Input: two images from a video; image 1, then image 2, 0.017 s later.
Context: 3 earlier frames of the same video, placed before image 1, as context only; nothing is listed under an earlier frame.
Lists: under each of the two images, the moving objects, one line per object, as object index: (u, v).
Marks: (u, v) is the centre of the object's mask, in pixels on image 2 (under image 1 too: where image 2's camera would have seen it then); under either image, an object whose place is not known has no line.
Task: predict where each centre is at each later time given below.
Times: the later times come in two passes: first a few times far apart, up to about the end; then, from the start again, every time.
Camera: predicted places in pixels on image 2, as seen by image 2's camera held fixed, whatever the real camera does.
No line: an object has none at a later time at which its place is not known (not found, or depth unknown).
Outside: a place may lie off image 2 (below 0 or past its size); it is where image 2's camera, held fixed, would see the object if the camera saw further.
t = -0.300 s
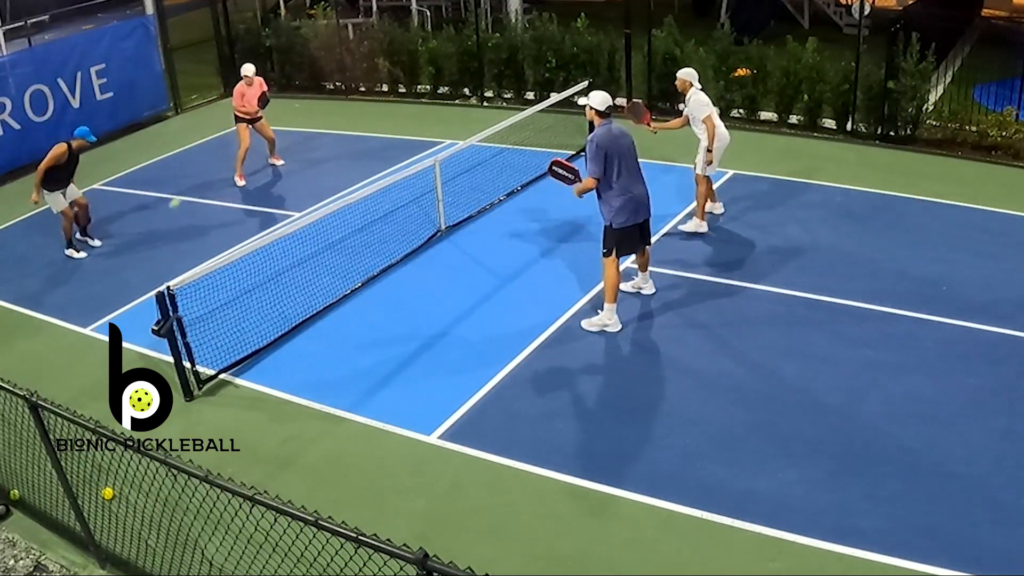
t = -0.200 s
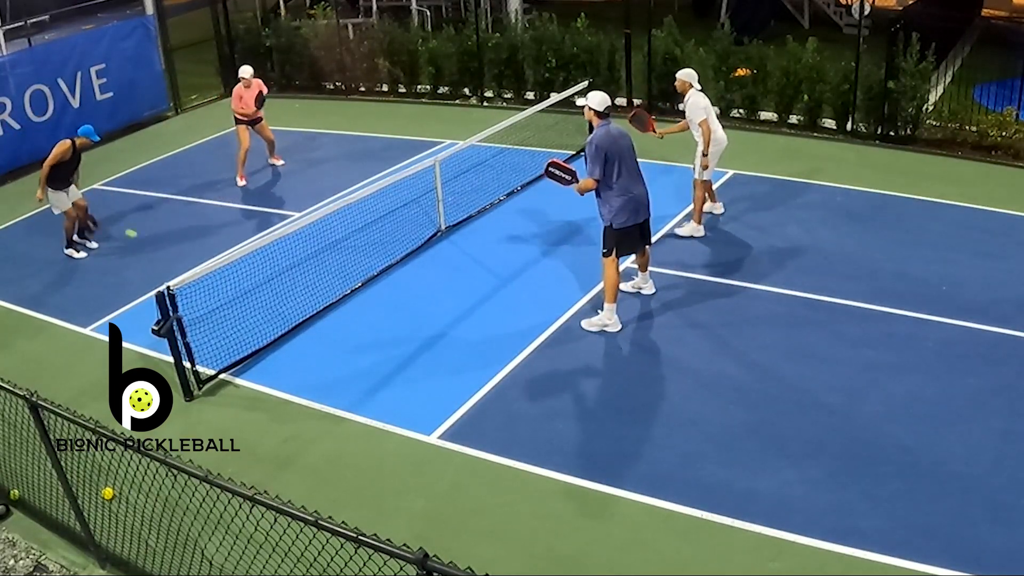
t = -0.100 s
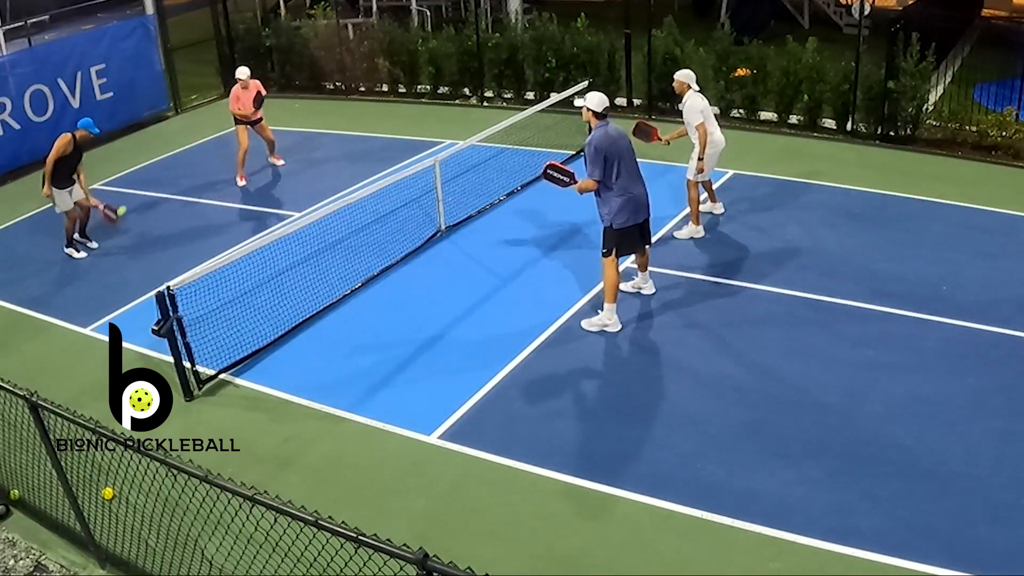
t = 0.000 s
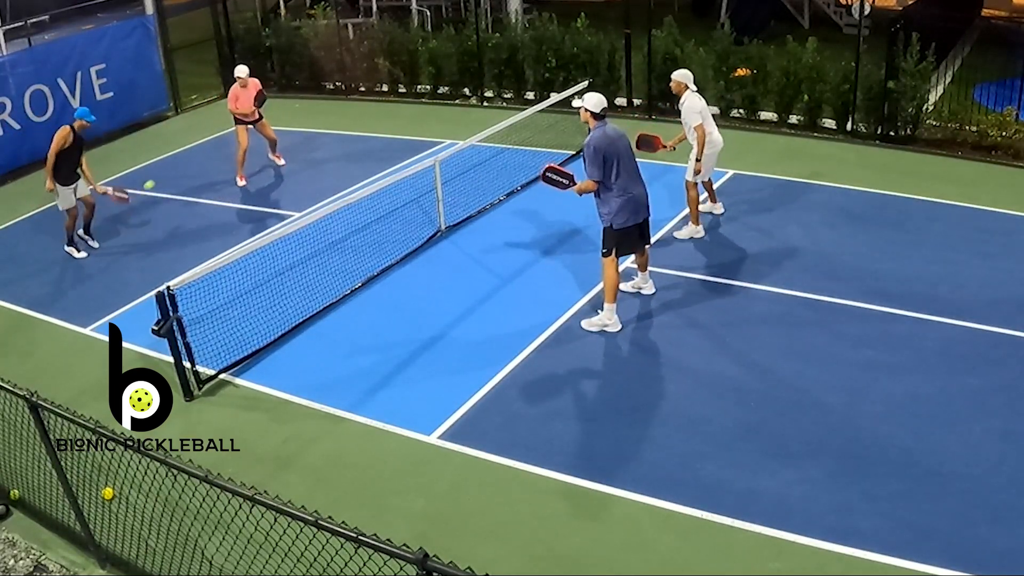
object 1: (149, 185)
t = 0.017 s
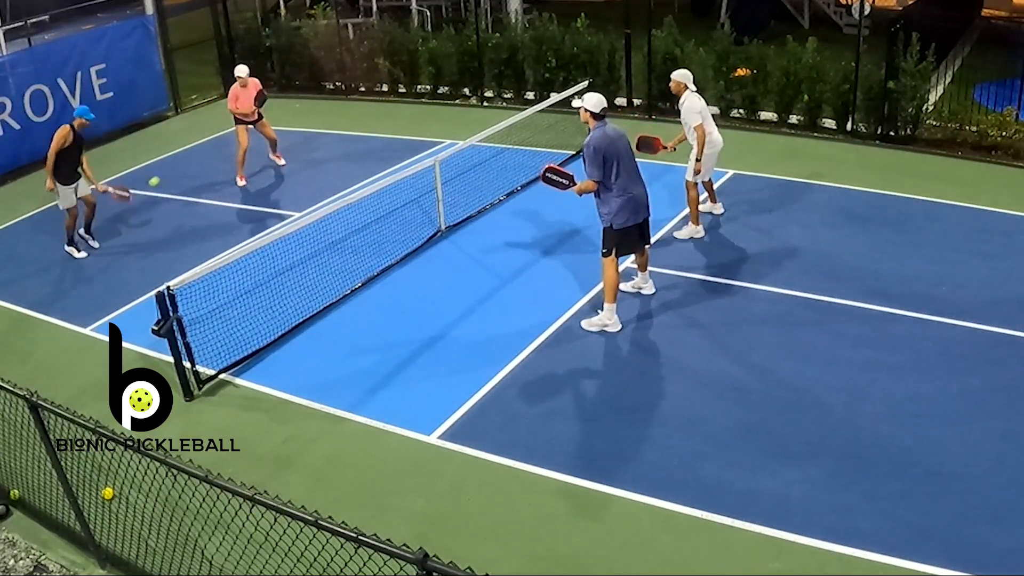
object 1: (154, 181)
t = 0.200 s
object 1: (215, 155)
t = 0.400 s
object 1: (297, 159)
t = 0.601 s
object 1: (393, 205)
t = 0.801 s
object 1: (502, 296)
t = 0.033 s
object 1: (159, 178)
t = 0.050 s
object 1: (164, 174)
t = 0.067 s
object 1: (169, 171)
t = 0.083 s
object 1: (175, 169)
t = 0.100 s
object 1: (180, 166)
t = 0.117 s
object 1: (186, 163)
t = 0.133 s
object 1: (191, 161)
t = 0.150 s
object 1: (197, 159)
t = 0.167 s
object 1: (203, 157)
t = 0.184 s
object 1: (209, 156)
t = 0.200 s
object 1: (215, 155)
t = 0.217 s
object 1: (221, 154)
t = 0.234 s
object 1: (228, 153)
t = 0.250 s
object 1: (234, 152)
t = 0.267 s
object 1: (240, 152)
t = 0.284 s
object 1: (247, 152)
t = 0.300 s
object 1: (254, 152)
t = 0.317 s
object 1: (261, 153)
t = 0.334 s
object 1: (268, 153)
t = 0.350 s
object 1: (275, 154)
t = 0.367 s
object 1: (283, 156)
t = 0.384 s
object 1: (289, 157)
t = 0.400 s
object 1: (297, 159)
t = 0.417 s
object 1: (305, 161)
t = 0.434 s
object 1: (312, 164)
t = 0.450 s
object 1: (320, 167)
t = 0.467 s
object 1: (328, 170)
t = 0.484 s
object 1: (335, 173)
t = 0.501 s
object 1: (343, 177)
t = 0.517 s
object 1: (351, 180)
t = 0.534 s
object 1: (359, 184)
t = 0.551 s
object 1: (368, 190)
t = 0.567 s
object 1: (376, 194)
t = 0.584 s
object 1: (385, 200)
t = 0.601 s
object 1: (393, 205)
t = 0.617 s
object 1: (402, 211)
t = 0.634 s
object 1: (410, 217)
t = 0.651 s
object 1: (419, 224)
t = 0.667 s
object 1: (428, 231)
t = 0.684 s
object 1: (437, 238)
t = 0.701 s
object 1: (446, 245)
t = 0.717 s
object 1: (455, 253)
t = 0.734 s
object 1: (464, 261)
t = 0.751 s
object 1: (474, 269)
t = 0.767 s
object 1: (483, 278)
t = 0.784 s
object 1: (492, 286)
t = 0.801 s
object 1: (502, 296)
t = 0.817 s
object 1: (510, 305)
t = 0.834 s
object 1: (516, 307)
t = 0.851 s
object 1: (518, 303)
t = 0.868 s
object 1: (520, 298)
